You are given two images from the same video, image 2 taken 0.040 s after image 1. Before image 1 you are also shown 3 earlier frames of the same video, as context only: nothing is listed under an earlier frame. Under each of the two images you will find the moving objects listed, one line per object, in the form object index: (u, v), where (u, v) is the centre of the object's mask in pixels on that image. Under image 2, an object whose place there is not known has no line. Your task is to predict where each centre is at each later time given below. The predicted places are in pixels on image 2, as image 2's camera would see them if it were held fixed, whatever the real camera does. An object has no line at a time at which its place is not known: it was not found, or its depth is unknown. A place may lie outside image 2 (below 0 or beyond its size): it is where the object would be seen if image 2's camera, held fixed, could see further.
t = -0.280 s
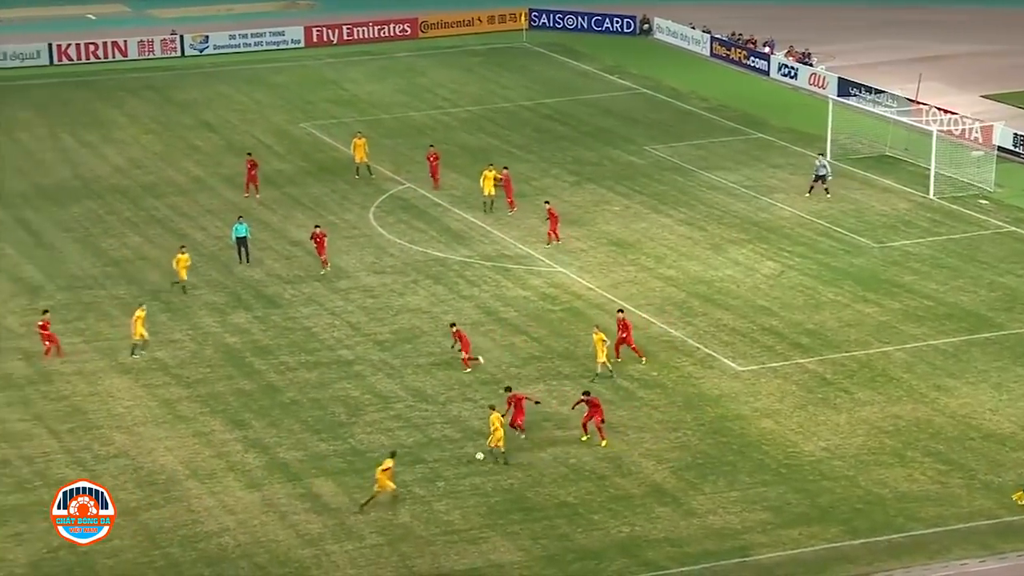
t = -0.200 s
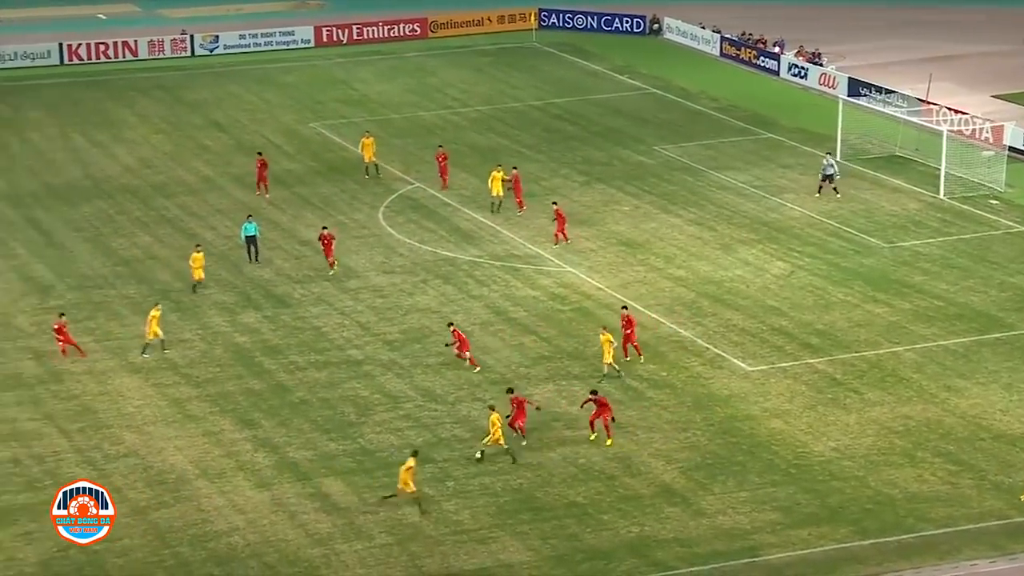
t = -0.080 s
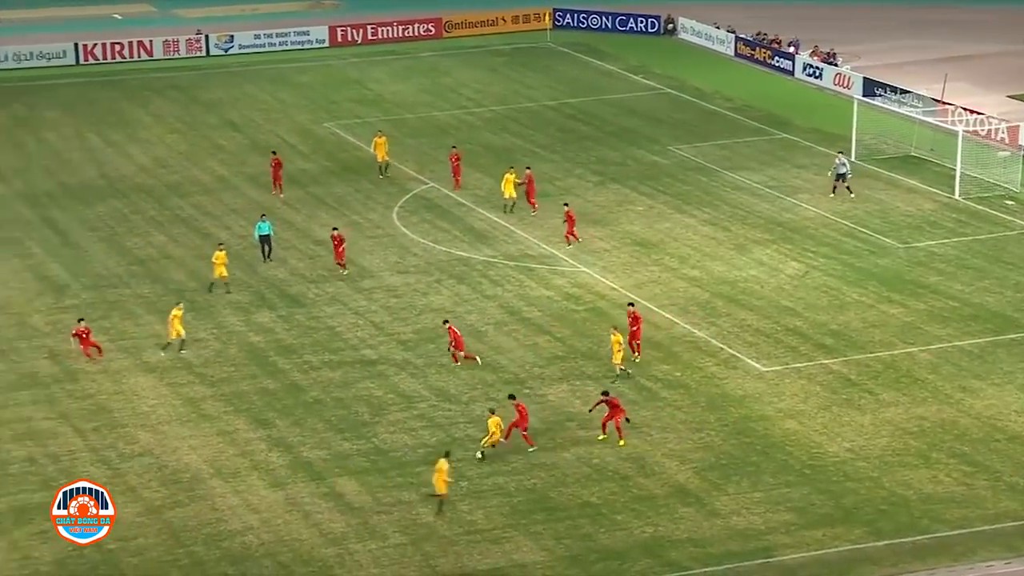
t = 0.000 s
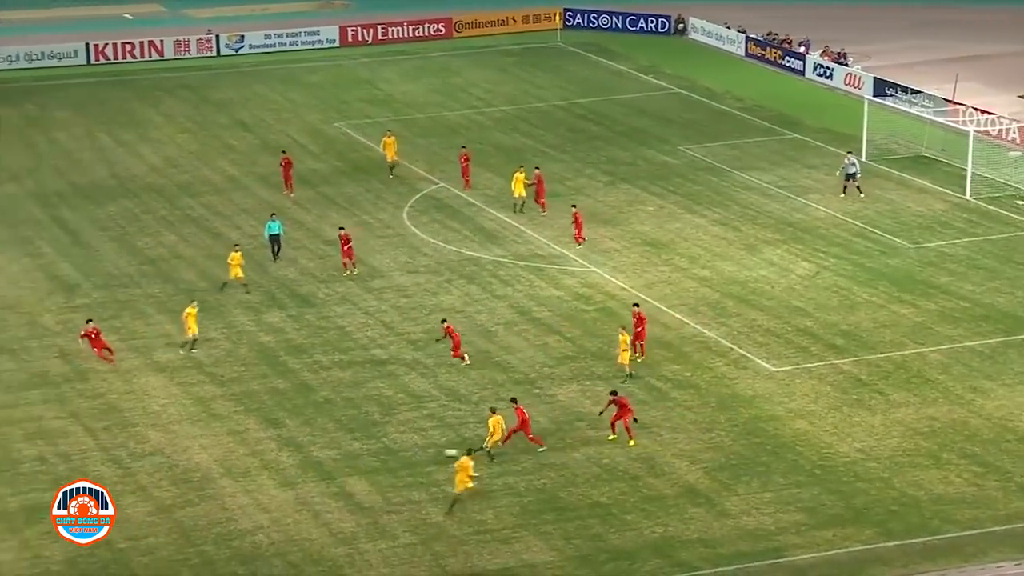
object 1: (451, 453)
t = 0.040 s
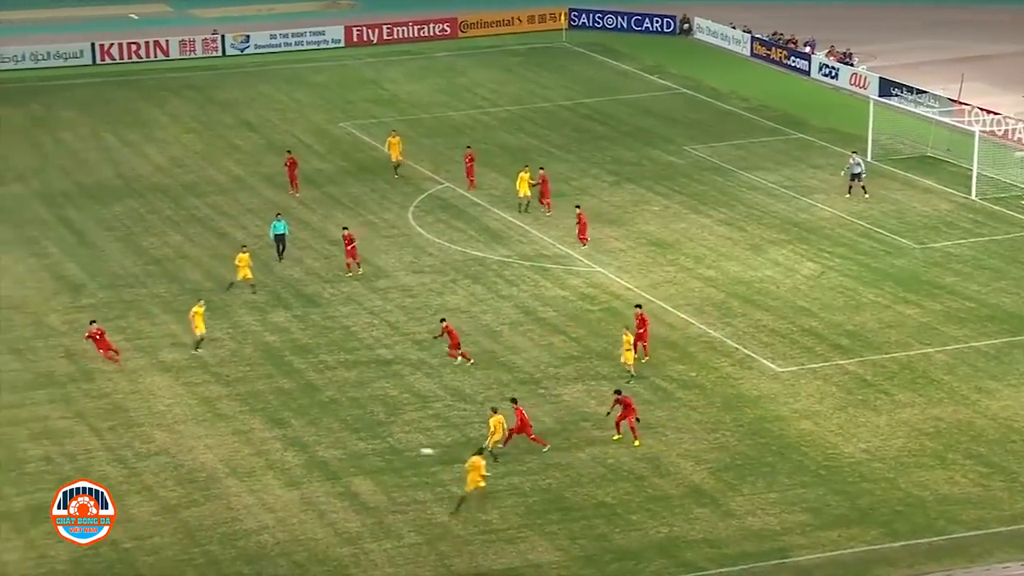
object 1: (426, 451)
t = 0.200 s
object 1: (314, 448)
